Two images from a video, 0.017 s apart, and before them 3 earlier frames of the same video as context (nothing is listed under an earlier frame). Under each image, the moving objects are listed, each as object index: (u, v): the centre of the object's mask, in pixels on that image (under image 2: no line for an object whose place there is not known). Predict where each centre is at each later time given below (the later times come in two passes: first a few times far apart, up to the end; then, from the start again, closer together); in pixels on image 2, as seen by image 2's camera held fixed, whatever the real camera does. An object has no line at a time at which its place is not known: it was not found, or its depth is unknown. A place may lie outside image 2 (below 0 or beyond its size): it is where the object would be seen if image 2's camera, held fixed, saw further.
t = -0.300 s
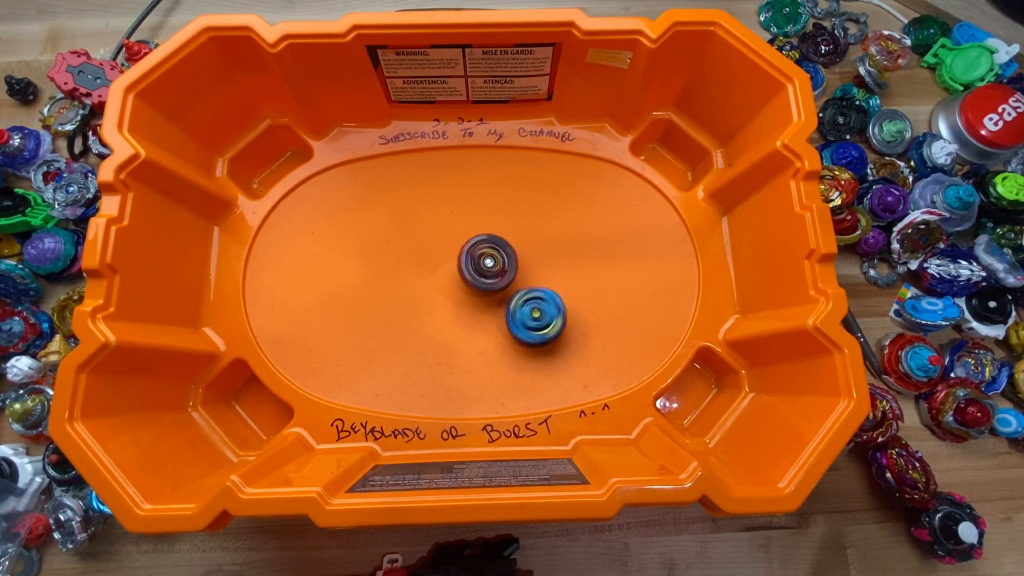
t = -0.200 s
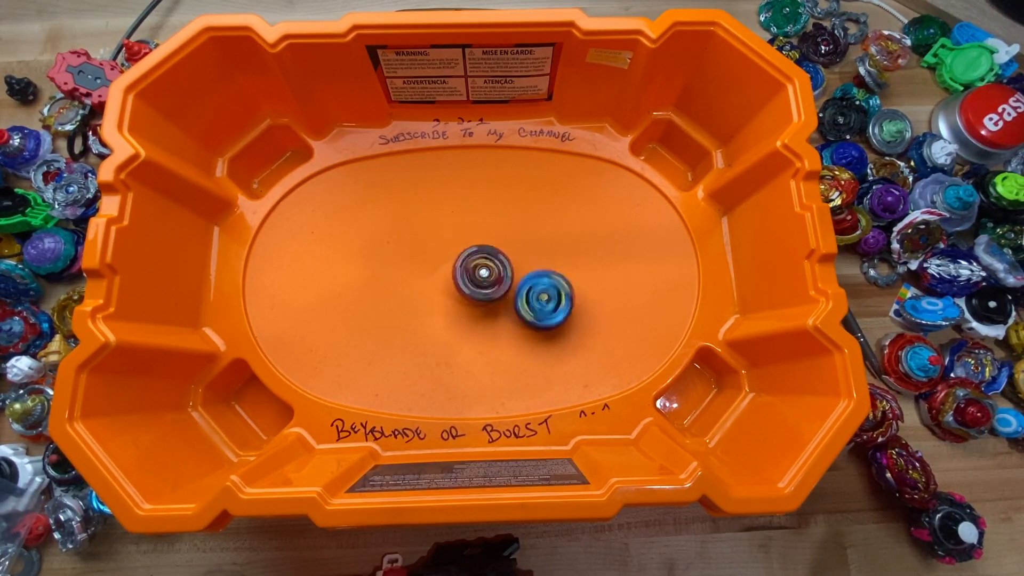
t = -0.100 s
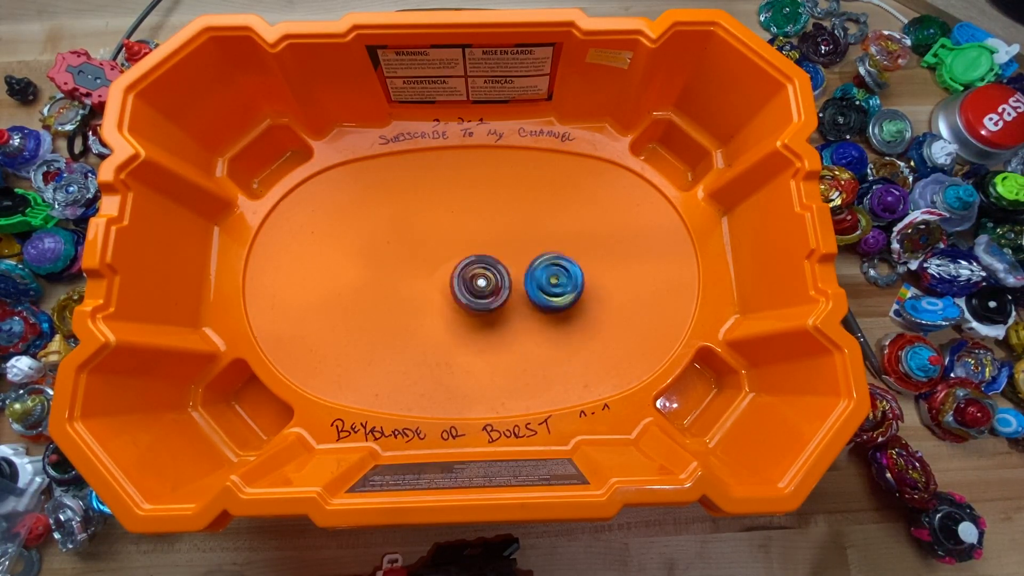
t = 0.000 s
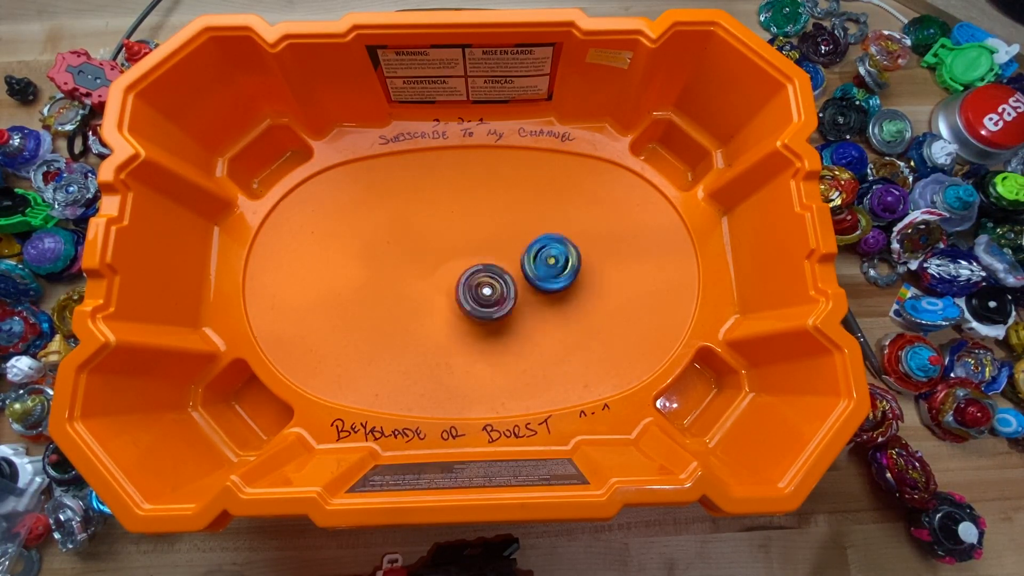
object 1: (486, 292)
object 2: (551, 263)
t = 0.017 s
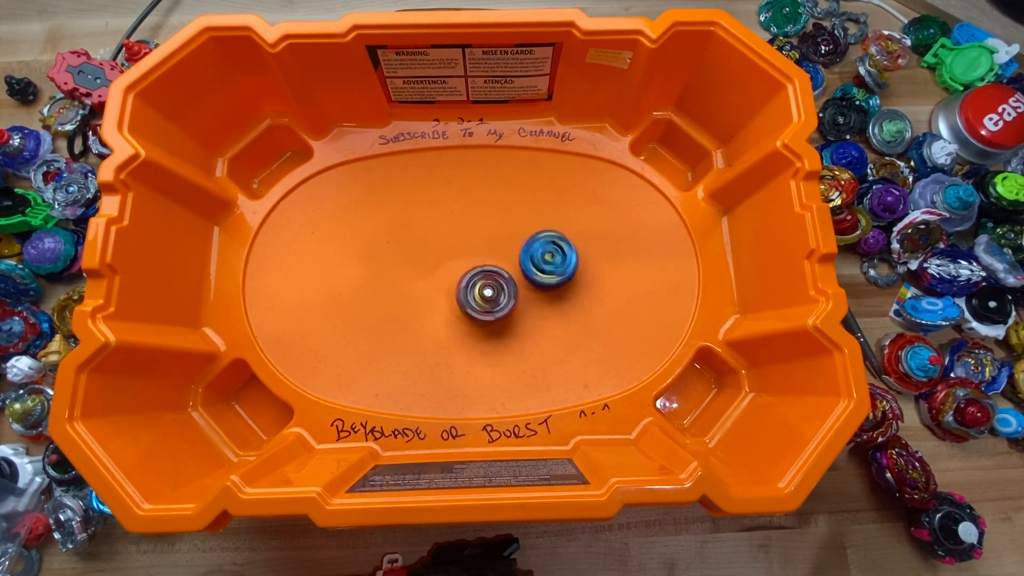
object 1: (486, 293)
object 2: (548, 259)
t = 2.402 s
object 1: (451, 300)
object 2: (526, 230)
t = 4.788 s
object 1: (438, 248)
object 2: (521, 267)
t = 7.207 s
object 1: (459, 244)
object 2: (539, 296)
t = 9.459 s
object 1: (452, 265)
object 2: (520, 260)
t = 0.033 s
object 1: (488, 295)
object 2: (547, 257)
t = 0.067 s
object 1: (490, 296)
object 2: (541, 252)
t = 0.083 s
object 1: (491, 297)
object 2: (539, 250)
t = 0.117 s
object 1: (492, 297)
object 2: (532, 247)
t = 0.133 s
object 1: (493, 298)
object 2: (528, 246)
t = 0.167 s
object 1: (495, 298)
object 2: (522, 244)
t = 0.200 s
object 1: (497, 298)
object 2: (514, 243)
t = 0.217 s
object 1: (498, 299)
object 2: (511, 242)
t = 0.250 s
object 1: (499, 301)
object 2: (505, 240)
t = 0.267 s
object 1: (500, 302)
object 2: (501, 239)
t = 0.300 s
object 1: (501, 302)
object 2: (493, 237)
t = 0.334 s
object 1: (503, 302)
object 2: (487, 236)
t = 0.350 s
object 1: (503, 301)
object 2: (483, 236)
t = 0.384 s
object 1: (504, 300)
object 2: (476, 236)
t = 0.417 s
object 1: (505, 299)
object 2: (469, 237)
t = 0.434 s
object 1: (506, 298)
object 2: (466, 238)
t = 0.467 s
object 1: (506, 296)
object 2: (458, 240)
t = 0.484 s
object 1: (507, 295)
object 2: (456, 241)
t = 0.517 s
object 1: (507, 293)
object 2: (450, 244)
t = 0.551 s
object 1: (508, 291)
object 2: (444, 247)
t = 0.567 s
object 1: (508, 290)
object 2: (442, 249)
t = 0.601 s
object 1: (508, 288)
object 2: (436, 254)
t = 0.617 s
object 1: (508, 286)
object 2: (434, 256)
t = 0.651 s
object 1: (507, 283)
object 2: (430, 262)
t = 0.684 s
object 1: (508, 279)
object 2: (428, 267)
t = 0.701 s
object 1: (508, 278)
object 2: (426, 271)
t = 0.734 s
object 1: (508, 274)
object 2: (425, 276)
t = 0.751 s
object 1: (507, 273)
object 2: (426, 280)
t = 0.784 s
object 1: (507, 268)
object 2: (427, 285)
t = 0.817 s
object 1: (505, 265)
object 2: (430, 291)
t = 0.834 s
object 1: (505, 264)
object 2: (431, 293)
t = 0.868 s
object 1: (503, 260)
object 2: (435, 297)
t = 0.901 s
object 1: (501, 257)
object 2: (439, 301)
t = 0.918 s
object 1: (499, 256)
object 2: (442, 302)
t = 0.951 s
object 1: (497, 254)
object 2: (447, 305)
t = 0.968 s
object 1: (496, 253)
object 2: (450, 306)
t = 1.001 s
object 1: (495, 252)
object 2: (456, 307)
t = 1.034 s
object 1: (493, 252)
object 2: (463, 307)
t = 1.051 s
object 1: (492, 251)
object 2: (466, 307)
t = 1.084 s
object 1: (491, 249)
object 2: (470, 308)
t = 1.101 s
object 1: (490, 247)
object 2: (471, 310)
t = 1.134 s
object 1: (489, 244)
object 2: (476, 314)
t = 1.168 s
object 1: (487, 244)
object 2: (482, 317)
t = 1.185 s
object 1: (486, 244)
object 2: (485, 319)
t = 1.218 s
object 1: (485, 245)
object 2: (490, 320)
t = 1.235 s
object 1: (484, 245)
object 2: (494, 320)
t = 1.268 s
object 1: (483, 245)
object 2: (499, 320)
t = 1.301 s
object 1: (482, 247)
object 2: (505, 319)
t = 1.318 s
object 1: (481, 247)
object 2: (507, 318)
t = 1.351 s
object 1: (480, 249)
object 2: (513, 314)
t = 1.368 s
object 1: (479, 250)
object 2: (515, 313)
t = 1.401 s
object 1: (478, 252)
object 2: (519, 308)
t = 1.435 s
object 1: (476, 253)
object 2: (522, 303)
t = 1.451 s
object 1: (475, 255)
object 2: (522, 300)
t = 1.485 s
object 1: (474, 257)
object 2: (524, 294)
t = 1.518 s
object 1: (470, 258)
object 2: (527, 290)
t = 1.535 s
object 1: (468, 258)
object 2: (530, 290)
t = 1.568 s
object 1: (463, 257)
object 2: (536, 287)
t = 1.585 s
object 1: (462, 259)
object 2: (539, 285)
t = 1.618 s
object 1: (460, 261)
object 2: (544, 281)
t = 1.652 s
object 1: (459, 262)
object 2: (548, 276)
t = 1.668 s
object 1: (459, 263)
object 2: (550, 273)
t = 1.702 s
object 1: (459, 265)
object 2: (552, 270)
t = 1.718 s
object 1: (459, 266)
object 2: (553, 267)
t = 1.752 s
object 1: (460, 267)
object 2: (554, 262)
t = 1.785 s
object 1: (461, 270)
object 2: (554, 257)
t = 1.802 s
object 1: (461, 270)
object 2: (553, 255)
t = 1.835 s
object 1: (462, 272)
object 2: (551, 251)
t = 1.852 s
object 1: (463, 272)
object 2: (550, 249)
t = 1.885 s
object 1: (464, 273)
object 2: (546, 246)
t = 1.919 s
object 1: (466, 274)
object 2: (541, 243)
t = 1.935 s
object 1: (467, 274)
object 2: (538, 243)
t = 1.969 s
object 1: (469, 275)
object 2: (532, 242)
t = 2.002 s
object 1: (471, 276)
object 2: (527, 242)
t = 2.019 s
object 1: (472, 276)
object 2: (524, 242)
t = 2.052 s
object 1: (470, 278)
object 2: (522, 242)
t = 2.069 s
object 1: (467, 282)
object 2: (523, 241)
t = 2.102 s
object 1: (460, 289)
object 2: (525, 238)
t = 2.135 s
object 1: (456, 294)
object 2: (527, 234)
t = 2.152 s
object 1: (455, 297)
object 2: (528, 233)
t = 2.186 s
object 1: (454, 299)
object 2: (529, 230)
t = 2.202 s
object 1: (454, 299)
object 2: (530, 229)
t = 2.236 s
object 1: (453, 300)
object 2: (530, 228)
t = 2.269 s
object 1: (452, 300)
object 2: (530, 226)
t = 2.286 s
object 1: (452, 300)
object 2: (530, 226)
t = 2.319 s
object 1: (452, 300)
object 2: (529, 226)
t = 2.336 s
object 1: (452, 300)
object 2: (529, 226)
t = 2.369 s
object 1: (452, 300)
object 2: (528, 228)
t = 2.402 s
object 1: (451, 300)
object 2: (526, 230)
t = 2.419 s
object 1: (452, 300)
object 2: (527, 232)
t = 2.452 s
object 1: (451, 299)
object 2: (525, 235)
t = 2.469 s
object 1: (452, 299)
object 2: (524, 236)
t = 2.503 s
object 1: (452, 298)
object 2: (522, 241)
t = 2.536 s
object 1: (453, 297)
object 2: (521, 245)
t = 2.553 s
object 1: (453, 296)
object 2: (521, 247)
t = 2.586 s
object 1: (453, 295)
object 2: (520, 253)
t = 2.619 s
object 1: (453, 294)
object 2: (518, 258)
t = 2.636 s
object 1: (453, 293)
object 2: (518, 260)
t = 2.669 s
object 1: (454, 292)
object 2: (517, 265)
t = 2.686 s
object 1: (455, 291)
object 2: (516, 268)
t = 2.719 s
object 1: (454, 291)
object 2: (518, 271)
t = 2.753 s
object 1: (448, 294)
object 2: (525, 272)
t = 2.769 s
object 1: (446, 295)
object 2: (526, 272)
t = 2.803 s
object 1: (444, 296)
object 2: (529, 273)
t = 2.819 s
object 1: (444, 297)
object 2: (532, 274)
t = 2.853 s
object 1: (443, 296)
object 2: (533, 275)
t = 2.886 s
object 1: (442, 295)
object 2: (537, 276)
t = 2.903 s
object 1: (441, 295)
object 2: (538, 277)
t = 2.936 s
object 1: (439, 293)
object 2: (539, 277)
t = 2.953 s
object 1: (439, 294)
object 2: (540, 278)
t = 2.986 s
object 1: (437, 293)
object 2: (541, 279)
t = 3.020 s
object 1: (435, 292)
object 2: (543, 280)
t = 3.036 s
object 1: (435, 292)
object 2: (542, 280)
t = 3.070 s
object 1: (433, 291)
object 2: (542, 281)
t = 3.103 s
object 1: (433, 291)
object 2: (542, 282)
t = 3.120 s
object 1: (432, 290)
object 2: (541, 282)
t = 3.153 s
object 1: (431, 290)
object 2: (540, 283)
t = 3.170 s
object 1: (431, 290)
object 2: (539, 284)
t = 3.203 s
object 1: (430, 290)
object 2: (537, 284)
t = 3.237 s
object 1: (431, 289)
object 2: (534, 284)
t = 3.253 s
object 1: (430, 288)
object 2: (533, 285)
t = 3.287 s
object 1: (430, 288)
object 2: (530, 286)
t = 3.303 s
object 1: (430, 288)
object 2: (527, 287)
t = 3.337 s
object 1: (430, 287)
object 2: (525, 287)
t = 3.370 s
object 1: (430, 286)
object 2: (521, 288)
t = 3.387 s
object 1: (430, 286)
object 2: (519, 288)
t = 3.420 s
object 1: (431, 285)
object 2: (517, 288)
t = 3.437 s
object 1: (431, 283)
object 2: (515, 287)
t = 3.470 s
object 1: (431, 283)
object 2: (510, 287)
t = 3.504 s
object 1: (431, 281)
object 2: (507, 288)
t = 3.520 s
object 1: (431, 282)
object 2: (505, 288)
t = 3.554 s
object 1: (432, 282)
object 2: (498, 289)
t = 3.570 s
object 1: (432, 281)
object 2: (497, 289)
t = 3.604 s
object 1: (433, 280)
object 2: (495, 289)
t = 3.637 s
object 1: (427, 279)
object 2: (494, 290)
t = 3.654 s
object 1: (425, 279)
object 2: (495, 291)
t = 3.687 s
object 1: (422, 278)
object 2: (494, 291)
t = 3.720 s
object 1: (422, 277)
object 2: (493, 291)
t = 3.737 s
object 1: (422, 276)
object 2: (493, 292)
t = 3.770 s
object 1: (420, 275)
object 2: (492, 292)
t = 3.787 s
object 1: (420, 274)
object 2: (492, 293)
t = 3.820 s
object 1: (419, 273)
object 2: (493, 293)
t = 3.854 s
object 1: (418, 273)
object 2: (492, 294)
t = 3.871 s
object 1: (418, 272)
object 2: (492, 295)
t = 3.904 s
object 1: (418, 272)
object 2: (492, 295)
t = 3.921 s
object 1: (418, 271)
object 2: (492, 296)
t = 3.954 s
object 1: (418, 270)
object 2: (494, 297)
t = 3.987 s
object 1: (418, 270)
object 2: (497, 296)
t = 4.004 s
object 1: (418, 270)
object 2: (497, 296)
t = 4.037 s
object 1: (418, 270)
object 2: (499, 296)
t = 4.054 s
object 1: (419, 270)
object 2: (500, 295)
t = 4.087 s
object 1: (420, 269)
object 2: (502, 294)
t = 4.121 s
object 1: (421, 270)
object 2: (503, 292)
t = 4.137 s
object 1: (421, 269)
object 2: (503, 292)
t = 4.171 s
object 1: (422, 269)
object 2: (504, 291)
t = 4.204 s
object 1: (423, 268)
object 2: (504, 291)
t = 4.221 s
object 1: (424, 268)
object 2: (504, 291)
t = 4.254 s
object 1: (426, 267)
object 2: (505, 290)
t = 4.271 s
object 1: (426, 267)
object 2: (505, 289)
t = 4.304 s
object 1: (428, 266)
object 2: (506, 289)
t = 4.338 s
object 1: (429, 265)
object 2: (507, 288)
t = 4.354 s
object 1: (430, 264)
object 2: (507, 288)
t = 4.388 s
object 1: (431, 264)
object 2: (508, 287)
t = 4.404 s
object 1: (431, 264)
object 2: (508, 287)
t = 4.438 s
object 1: (432, 263)
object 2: (510, 286)
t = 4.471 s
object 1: (433, 262)
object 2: (511, 285)
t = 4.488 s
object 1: (433, 261)
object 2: (511, 285)
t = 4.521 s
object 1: (434, 260)
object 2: (513, 285)
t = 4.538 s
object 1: (434, 260)
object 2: (514, 285)
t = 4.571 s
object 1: (434, 258)
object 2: (516, 283)
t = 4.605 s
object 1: (435, 257)
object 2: (518, 281)
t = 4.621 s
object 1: (435, 256)
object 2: (519, 281)
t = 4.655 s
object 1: (436, 254)
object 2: (520, 279)
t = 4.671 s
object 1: (437, 253)
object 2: (521, 278)
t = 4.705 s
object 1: (437, 252)
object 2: (522, 274)
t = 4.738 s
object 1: (437, 250)
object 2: (522, 272)
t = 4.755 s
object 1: (437, 249)
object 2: (522, 270)
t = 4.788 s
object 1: (438, 248)
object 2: (521, 267)
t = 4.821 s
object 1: (438, 247)
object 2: (520, 264)
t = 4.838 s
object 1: (438, 247)
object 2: (518, 263)
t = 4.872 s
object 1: (438, 246)
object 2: (515, 261)
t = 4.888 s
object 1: (438, 245)
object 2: (513, 260)
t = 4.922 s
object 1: (438, 245)
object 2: (511, 259)
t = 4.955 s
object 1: (439, 245)
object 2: (509, 259)
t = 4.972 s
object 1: (439, 245)
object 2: (508, 259)
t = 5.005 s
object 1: (440, 245)
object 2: (508, 259)
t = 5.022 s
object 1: (439, 244)
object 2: (507, 260)
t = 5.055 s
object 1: (440, 245)
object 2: (506, 260)
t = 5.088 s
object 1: (440, 245)
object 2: (504, 259)
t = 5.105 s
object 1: (441, 246)
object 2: (504, 260)
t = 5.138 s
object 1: (442, 246)
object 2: (503, 259)
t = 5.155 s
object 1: (442, 245)
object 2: (503, 259)
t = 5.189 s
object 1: (438, 247)
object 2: (506, 259)
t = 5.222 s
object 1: (436, 249)
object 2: (509, 260)
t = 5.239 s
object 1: (436, 250)
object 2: (510, 259)
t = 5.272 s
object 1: (437, 251)
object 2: (513, 258)
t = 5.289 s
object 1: (437, 252)
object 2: (514, 258)
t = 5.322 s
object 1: (438, 252)
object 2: (516, 257)
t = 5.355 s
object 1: (438, 253)
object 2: (517, 256)
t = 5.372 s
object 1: (438, 253)
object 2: (517, 256)
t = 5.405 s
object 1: (440, 254)
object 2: (519, 256)
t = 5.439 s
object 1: (441, 255)
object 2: (519, 256)
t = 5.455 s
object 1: (443, 256)
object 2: (519, 257)
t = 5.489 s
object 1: (444, 256)
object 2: (519, 257)
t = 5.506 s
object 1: (443, 256)
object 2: (520, 257)
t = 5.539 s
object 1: (445, 257)
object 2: (519, 259)
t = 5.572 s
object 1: (446, 257)
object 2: (519, 260)
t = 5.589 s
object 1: (447, 258)
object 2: (519, 260)
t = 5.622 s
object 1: (449, 258)
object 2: (518, 263)
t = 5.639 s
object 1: (449, 258)
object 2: (517, 264)
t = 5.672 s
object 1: (451, 259)
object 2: (517, 267)
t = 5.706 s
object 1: (452, 258)
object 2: (518, 269)
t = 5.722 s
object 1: (453, 257)
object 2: (518, 271)
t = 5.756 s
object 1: (454, 255)
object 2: (518, 274)
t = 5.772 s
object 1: (455, 255)
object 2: (518, 276)
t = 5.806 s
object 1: (456, 254)
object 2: (518, 277)
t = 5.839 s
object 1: (456, 252)
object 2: (518, 280)
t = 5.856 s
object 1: (457, 251)
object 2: (518, 281)
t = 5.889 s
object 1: (458, 249)
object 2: (517, 282)
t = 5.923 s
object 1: (458, 248)
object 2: (518, 282)
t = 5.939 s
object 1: (458, 248)
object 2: (518, 283)
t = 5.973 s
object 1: (459, 245)
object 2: (517, 284)
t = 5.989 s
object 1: (460, 245)
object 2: (516, 284)
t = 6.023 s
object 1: (460, 243)
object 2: (516, 284)
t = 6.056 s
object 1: (460, 241)
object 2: (515, 284)
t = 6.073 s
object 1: (460, 242)
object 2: (514, 285)
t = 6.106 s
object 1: (460, 240)
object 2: (512, 285)
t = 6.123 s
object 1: (460, 240)
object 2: (511, 285)
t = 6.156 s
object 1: (461, 240)
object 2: (511, 286)
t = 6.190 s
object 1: (460, 239)
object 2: (508, 287)
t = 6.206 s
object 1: (460, 239)
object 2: (506, 287)
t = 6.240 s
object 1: (461, 239)
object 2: (505, 287)
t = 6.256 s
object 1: (461, 239)
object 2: (505, 287)
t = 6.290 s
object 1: (461, 240)
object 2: (503, 288)
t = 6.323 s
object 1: (461, 240)
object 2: (501, 288)
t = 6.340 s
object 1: (459, 239)
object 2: (503, 289)
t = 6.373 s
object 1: (454, 238)
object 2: (506, 294)
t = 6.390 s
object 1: (452, 237)
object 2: (505, 296)
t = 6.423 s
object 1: (451, 239)
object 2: (505, 297)
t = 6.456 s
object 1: (451, 240)
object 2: (508, 296)
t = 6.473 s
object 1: (452, 240)
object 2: (510, 297)
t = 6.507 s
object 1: (452, 241)
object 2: (512, 299)
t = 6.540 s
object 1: (452, 241)
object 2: (513, 300)
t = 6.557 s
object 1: (452, 242)
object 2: (513, 300)
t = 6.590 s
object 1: (452, 244)
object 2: (516, 299)
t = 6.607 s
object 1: (453, 244)
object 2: (517, 300)
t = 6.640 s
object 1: (454, 246)
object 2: (518, 301)
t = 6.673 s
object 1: (456, 249)
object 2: (518, 301)
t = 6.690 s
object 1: (457, 249)
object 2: (518, 300)
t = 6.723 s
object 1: (458, 250)
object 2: (520, 300)
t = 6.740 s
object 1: (459, 252)
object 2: (519, 300)
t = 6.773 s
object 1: (460, 253)
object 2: (519, 299)
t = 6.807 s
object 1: (462, 255)
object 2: (520, 297)
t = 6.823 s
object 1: (463, 255)
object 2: (520, 296)
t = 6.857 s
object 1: (466, 257)
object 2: (519, 296)
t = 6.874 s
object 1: (466, 256)
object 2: (518, 295)
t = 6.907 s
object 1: (466, 254)
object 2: (521, 294)
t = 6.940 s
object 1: (460, 252)
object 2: (528, 297)
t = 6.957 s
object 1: (458, 250)
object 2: (529, 298)
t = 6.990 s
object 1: (457, 250)
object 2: (531, 299)
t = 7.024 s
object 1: (458, 248)
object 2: (531, 298)
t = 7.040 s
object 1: (458, 247)
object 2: (533, 296)
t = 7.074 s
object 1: (458, 247)
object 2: (536, 296)
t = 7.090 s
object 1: (459, 246)
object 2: (537, 296)
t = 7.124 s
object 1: (458, 245)
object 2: (540, 298)
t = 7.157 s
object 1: (458, 246)
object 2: (539, 299)
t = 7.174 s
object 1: (459, 246)
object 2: (539, 298)
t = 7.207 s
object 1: (459, 244)
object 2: (539, 296)
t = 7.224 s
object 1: (459, 245)
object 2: (540, 296)
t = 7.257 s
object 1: (460, 245)
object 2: (542, 297)
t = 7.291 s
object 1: (460, 245)
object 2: (539, 297)
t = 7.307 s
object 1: (460, 245)
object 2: (538, 296)
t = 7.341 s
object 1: (461, 245)
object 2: (538, 294)
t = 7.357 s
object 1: (461, 246)
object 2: (538, 293)
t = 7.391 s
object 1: (462, 246)
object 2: (538, 293)
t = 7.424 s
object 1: (463, 247)
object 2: (535, 291)
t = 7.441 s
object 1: (464, 247)
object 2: (534, 290)
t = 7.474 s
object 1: (464, 247)
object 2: (531, 285)
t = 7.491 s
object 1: (464, 247)
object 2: (531, 284)
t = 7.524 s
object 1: (465, 247)
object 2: (529, 282)
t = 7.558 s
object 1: (465, 249)
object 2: (529, 279)
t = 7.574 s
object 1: (466, 248)
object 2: (528, 278)
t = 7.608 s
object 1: (466, 248)
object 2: (527, 276)
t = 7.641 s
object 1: (467, 249)
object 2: (526, 274)
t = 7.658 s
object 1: (468, 248)
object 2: (525, 272)
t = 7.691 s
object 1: (467, 247)
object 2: (526, 269)
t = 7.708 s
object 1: (467, 247)
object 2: (526, 268)
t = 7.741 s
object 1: (467, 247)
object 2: (527, 265)
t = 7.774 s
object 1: (467, 248)
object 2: (529, 264)
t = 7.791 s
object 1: (466, 247)
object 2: (529, 263)
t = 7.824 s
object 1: (466, 248)
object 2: (531, 262)
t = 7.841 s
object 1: (467, 248)
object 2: (531, 261)
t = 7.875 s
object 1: (468, 247)
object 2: (532, 260)
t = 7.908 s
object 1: (468, 246)
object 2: (535, 258)
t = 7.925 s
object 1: (468, 246)
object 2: (537, 258)
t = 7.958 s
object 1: (468, 247)
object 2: (539, 258)
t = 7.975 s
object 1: (468, 247)
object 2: (540, 259)
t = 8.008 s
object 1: (468, 247)
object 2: (540, 259)
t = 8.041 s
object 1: (469, 249)
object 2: (540, 259)
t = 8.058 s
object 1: (470, 248)
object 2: (540, 258)
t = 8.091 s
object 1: (470, 248)
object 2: (541, 259)
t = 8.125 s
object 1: (469, 250)
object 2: (541, 262)
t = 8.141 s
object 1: (469, 250)
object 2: (540, 262)
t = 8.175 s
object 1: (470, 251)
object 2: (538, 262)
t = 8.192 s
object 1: (470, 251)
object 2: (537, 262)
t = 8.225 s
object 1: (472, 252)
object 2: (537, 261)
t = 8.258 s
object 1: (472, 251)
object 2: (535, 263)
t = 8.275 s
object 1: (473, 252)
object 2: (533, 264)
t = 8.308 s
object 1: (471, 251)
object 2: (531, 267)
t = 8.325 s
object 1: (465, 250)
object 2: (533, 269)
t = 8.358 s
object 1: (458, 252)
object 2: (536, 273)
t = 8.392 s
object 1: (456, 256)
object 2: (535, 276)
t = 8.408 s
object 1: (456, 257)
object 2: (534, 276)
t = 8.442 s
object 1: (456, 257)
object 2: (536, 276)
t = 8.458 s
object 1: (456, 257)
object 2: (536, 276)
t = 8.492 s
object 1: (455, 257)
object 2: (537, 277)
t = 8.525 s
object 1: (455, 256)
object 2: (537, 279)
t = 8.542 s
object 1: (455, 256)
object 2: (536, 280)
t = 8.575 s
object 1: (455, 256)
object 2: (534, 279)
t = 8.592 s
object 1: (454, 256)
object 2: (534, 278)
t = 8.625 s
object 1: (452, 257)
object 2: (534, 277)
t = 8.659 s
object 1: (452, 259)
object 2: (535, 276)
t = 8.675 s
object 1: (452, 259)
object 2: (534, 277)
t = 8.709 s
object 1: (453, 261)
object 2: (531, 278)
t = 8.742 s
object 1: (454, 262)
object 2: (528, 277)
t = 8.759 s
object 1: (455, 262)
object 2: (527, 276)
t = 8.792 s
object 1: (457, 264)
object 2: (526, 273)
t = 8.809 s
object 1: (458, 263)
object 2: (527, 272)
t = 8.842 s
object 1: (458, 263)
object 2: (525, 273)
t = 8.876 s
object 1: (459, 263)
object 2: (522, 272)
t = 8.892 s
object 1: (460, 263)
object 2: (521, 271)
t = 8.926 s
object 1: (457, 262)
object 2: (524, 271)
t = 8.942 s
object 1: (454, 262)
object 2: (526, 272)
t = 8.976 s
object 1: (452, 265)
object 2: (529, 273)
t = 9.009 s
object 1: (452, 266)
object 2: (528, 273)
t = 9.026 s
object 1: (453, 267)
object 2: (527, 273)
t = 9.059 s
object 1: (455, 266)
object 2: (526, 271)
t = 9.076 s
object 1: (456, 266)
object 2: (525, 270)
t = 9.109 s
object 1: (458, 266)
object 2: (524, 268)
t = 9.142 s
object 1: (459, 263)
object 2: (525, 266)
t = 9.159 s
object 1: (459, 262)
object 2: (526, 266)
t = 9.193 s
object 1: (458, 259)
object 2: (527, 266)
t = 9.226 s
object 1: (456, 259)
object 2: (527, 267)
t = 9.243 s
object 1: (455, 259)
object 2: (526, 267)
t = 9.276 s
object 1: (453, 258)
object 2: (526, 267)
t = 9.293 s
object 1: (453, 257)
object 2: (525, 268)
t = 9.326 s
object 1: (451, 258)
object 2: (523, 267)
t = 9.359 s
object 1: (450, 259)
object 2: (521, 266)
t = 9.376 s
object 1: (450, 260)
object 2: (520, 266)
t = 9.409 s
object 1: (450, 262)
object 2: (519, 264)
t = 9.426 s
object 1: (450, 262)
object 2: (519, 263)
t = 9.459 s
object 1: (452, 265)
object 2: (520, 260)
